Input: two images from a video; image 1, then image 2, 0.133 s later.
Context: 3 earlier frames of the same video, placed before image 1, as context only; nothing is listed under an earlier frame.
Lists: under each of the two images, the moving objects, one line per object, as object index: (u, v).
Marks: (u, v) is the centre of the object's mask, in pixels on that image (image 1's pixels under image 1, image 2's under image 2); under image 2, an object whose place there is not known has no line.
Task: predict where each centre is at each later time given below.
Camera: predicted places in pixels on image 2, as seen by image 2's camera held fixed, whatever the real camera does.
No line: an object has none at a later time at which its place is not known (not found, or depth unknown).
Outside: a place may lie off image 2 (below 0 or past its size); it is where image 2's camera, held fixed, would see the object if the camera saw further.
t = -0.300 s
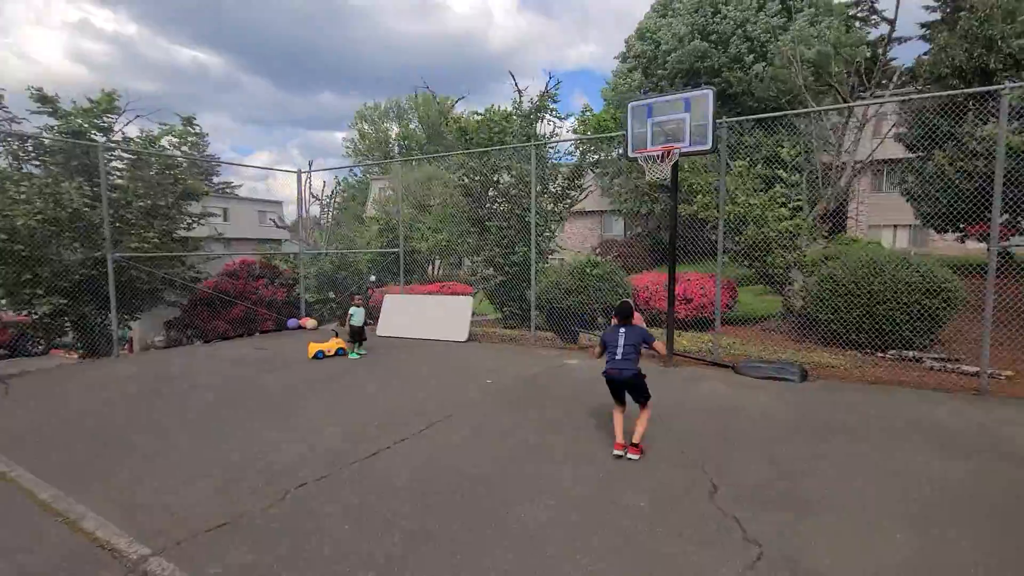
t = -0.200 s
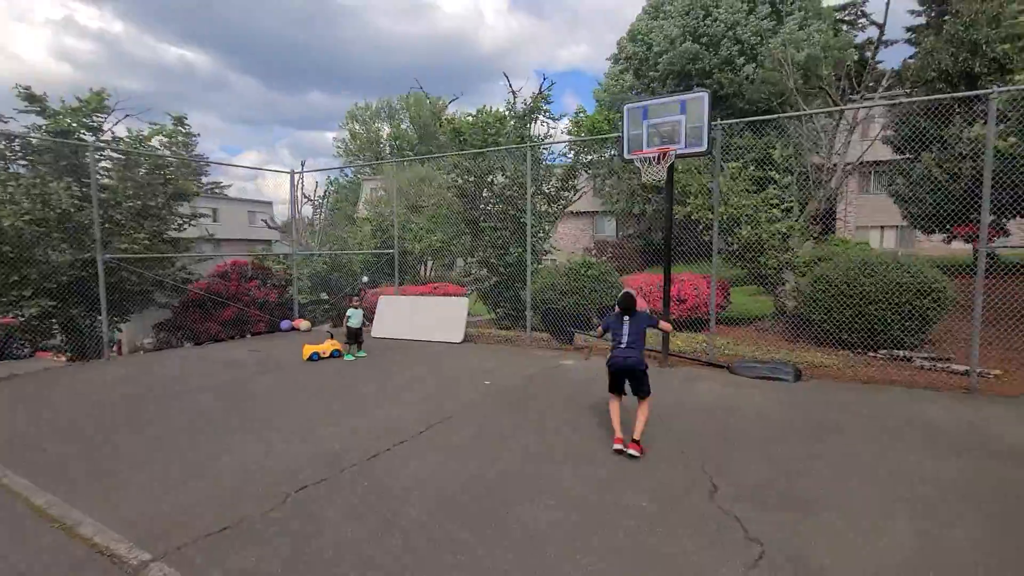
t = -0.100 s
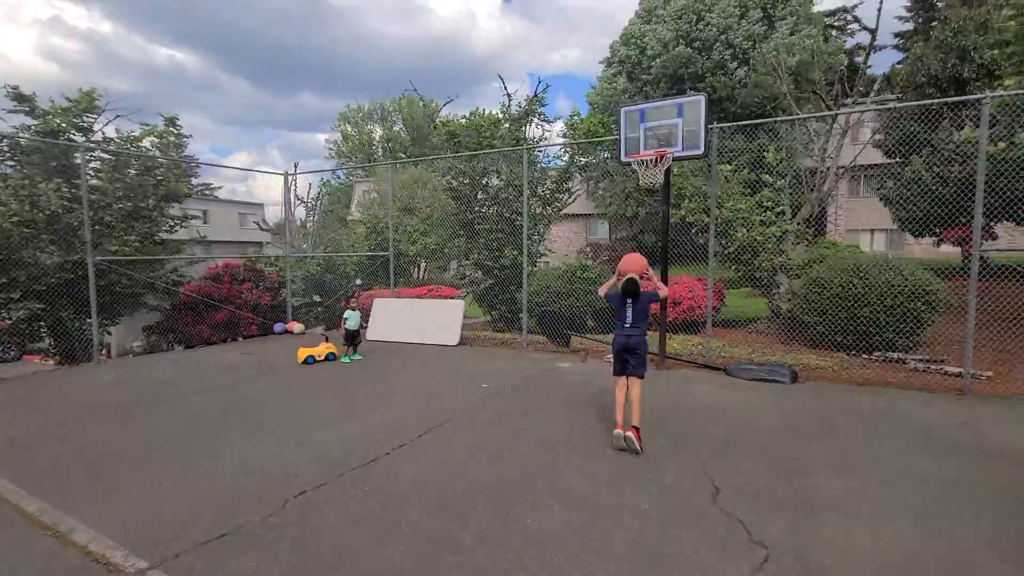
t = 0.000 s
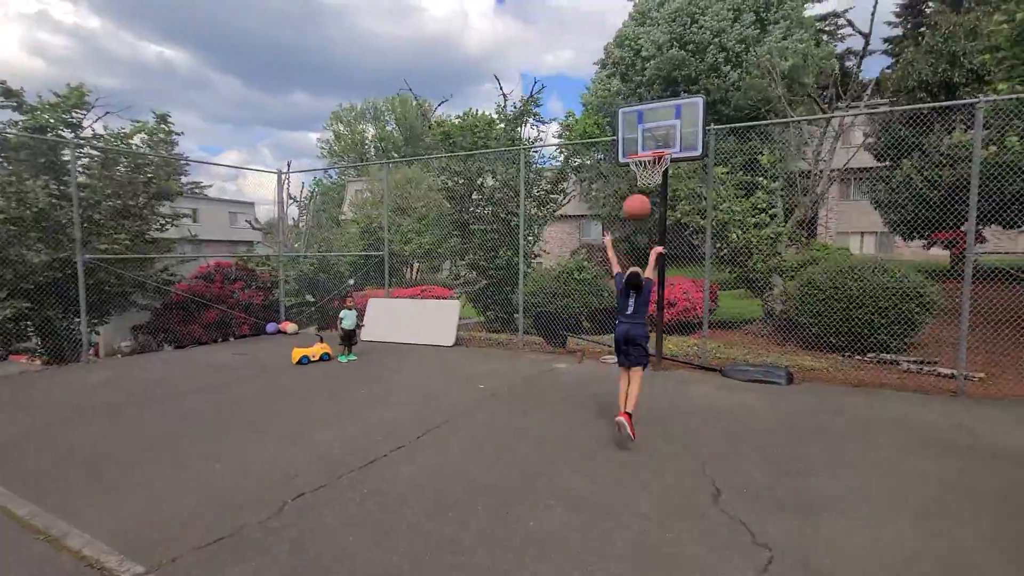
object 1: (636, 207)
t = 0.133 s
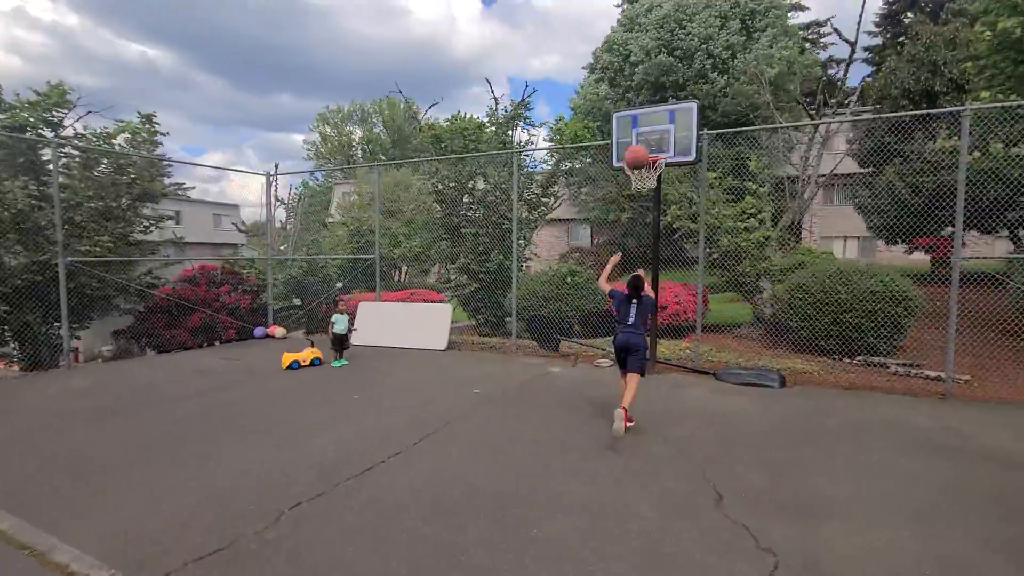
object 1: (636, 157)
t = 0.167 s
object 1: (637, 148)
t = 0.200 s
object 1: (638, 140)
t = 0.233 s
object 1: (638, 134)
